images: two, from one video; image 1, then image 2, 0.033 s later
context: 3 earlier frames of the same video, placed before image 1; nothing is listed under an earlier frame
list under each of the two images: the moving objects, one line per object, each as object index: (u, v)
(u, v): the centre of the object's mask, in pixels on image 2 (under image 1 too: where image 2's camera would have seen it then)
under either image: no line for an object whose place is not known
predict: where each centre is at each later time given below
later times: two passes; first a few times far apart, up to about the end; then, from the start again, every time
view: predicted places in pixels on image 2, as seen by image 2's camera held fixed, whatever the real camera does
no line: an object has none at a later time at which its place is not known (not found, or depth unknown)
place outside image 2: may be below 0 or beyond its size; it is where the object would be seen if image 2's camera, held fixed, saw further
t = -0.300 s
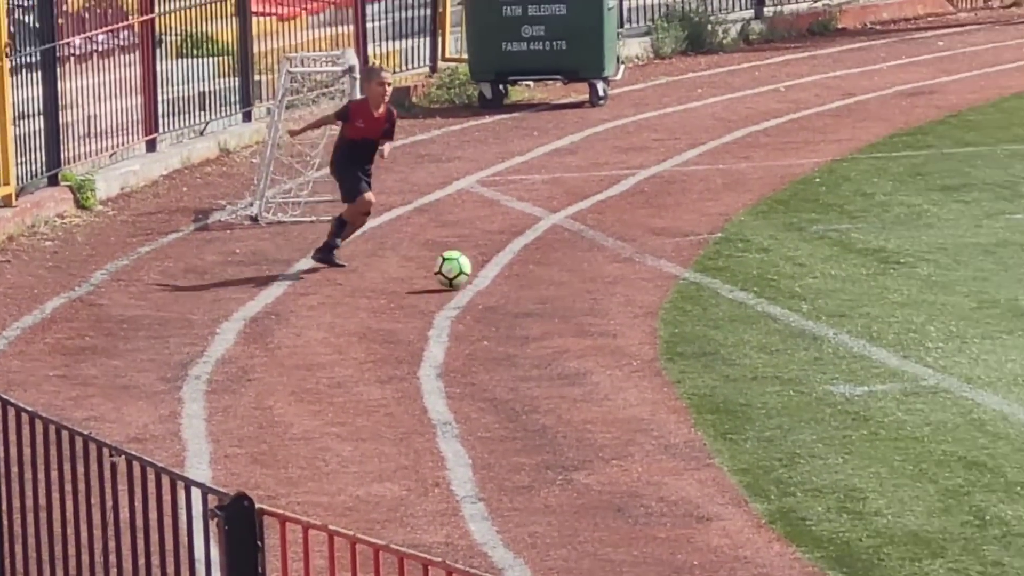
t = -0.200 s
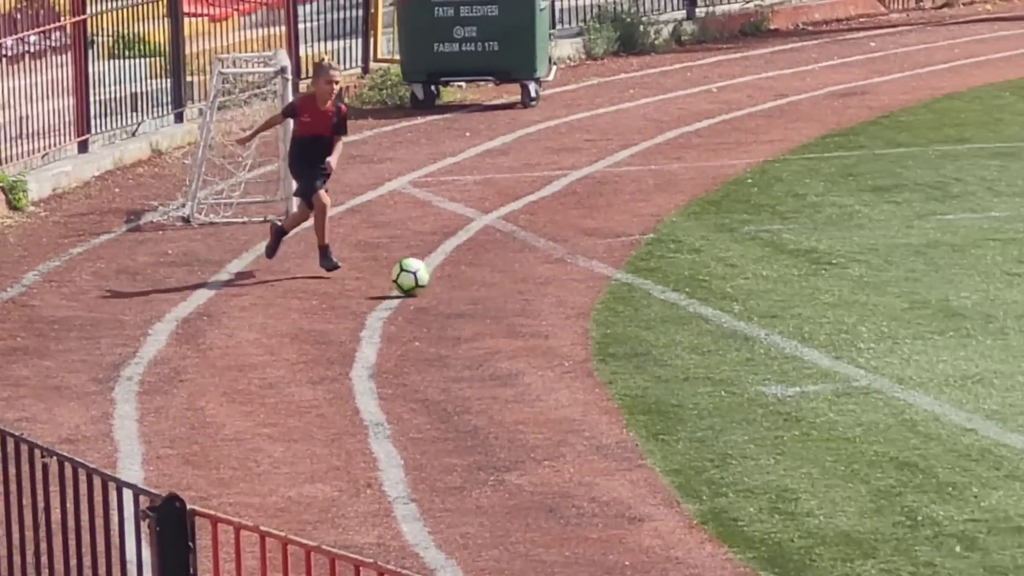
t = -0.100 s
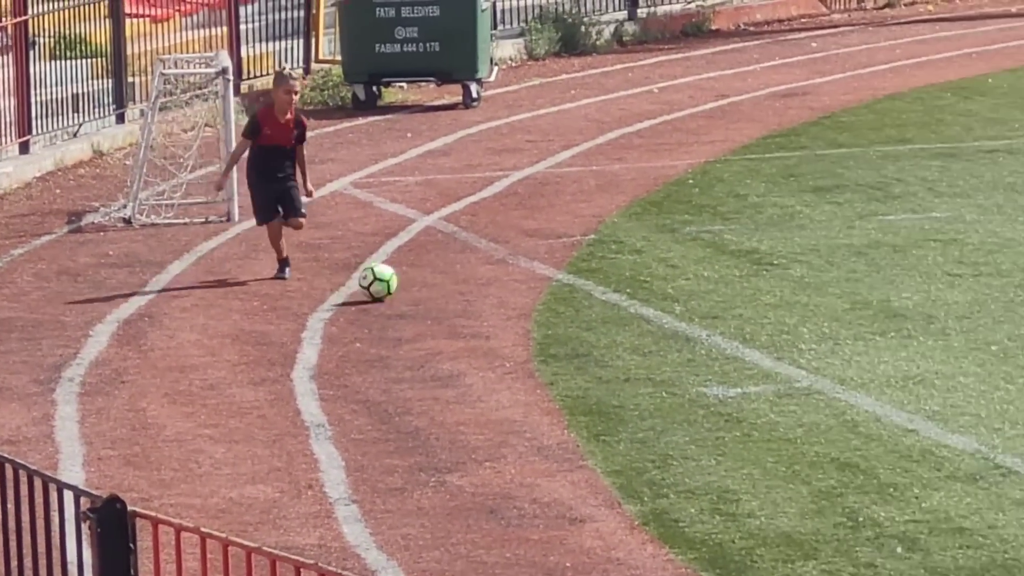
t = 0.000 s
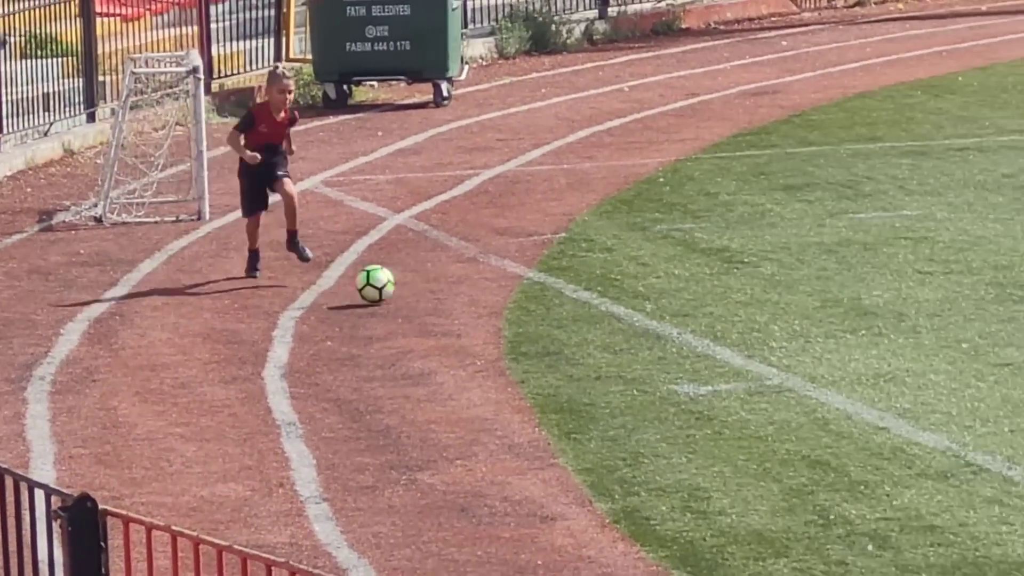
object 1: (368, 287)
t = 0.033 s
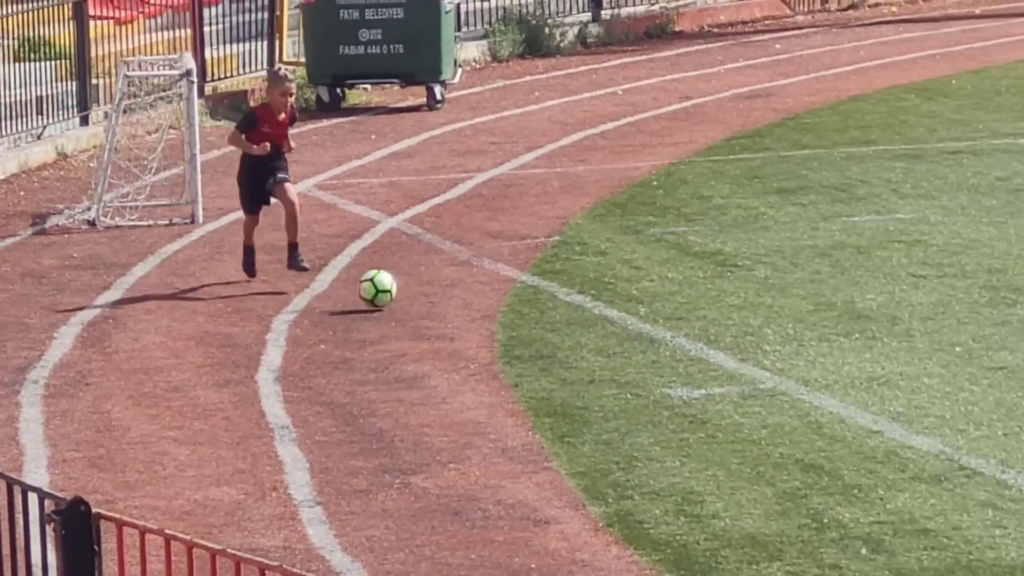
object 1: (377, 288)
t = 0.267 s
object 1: (438, 301)
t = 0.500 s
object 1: (498, 310)
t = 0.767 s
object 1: (565, 323)
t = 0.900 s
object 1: (599, 328)
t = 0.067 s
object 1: (385, 293)
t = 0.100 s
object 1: (394, 294)
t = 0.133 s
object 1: (403, 293)
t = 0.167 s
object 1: (412, 295)
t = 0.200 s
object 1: (421, 302)
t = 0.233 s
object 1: (429, 301)
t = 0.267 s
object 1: (438, 301)
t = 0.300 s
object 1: (447, 302)
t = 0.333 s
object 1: (455, 304)
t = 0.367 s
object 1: (464, 306)
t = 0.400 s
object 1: (473, 307)
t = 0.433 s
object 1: (481, 308)
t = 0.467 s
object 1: (489, 310)
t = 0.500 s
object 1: (498, 310)
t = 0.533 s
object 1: (506, 312)
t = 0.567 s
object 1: (516, 314)
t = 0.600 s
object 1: (522, 316)
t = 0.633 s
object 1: (532, 316)
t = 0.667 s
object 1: (539, 318)
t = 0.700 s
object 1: (548, 319)
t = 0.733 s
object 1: (556, 321)
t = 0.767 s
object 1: (565, 323)
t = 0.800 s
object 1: (573, 324)
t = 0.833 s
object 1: (582, 325)
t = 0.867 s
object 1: (591, 326)
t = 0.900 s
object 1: (599, 328)
